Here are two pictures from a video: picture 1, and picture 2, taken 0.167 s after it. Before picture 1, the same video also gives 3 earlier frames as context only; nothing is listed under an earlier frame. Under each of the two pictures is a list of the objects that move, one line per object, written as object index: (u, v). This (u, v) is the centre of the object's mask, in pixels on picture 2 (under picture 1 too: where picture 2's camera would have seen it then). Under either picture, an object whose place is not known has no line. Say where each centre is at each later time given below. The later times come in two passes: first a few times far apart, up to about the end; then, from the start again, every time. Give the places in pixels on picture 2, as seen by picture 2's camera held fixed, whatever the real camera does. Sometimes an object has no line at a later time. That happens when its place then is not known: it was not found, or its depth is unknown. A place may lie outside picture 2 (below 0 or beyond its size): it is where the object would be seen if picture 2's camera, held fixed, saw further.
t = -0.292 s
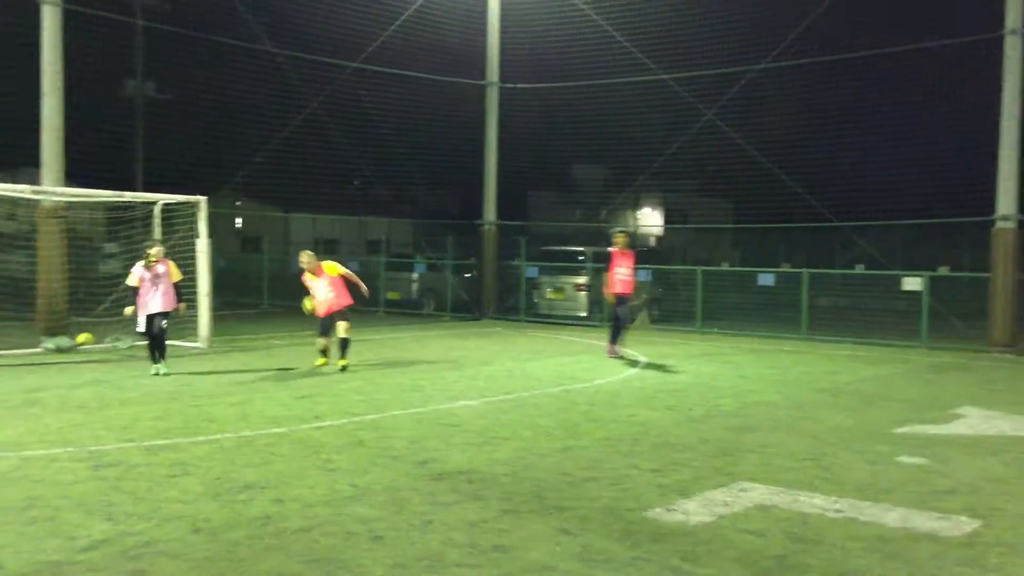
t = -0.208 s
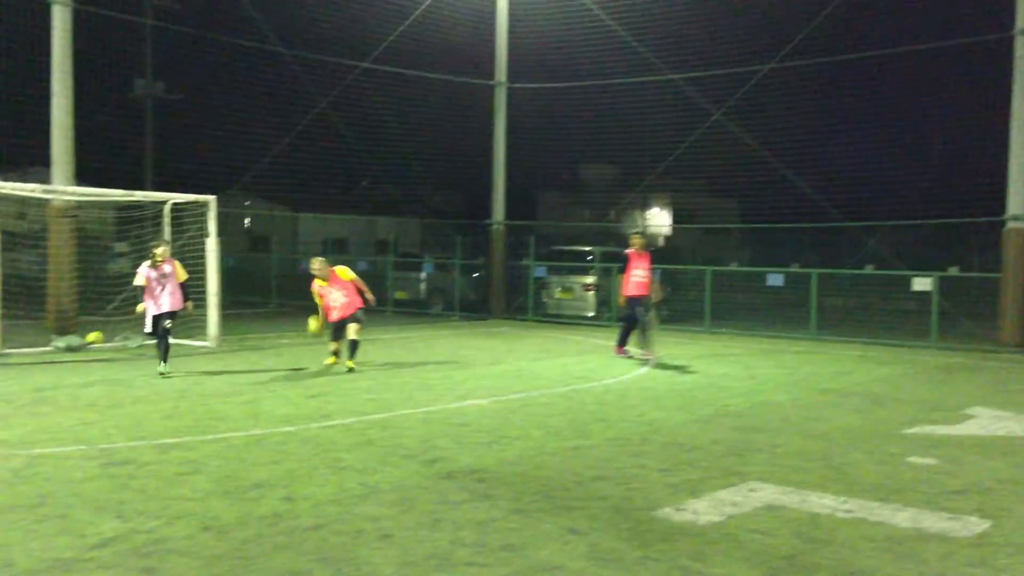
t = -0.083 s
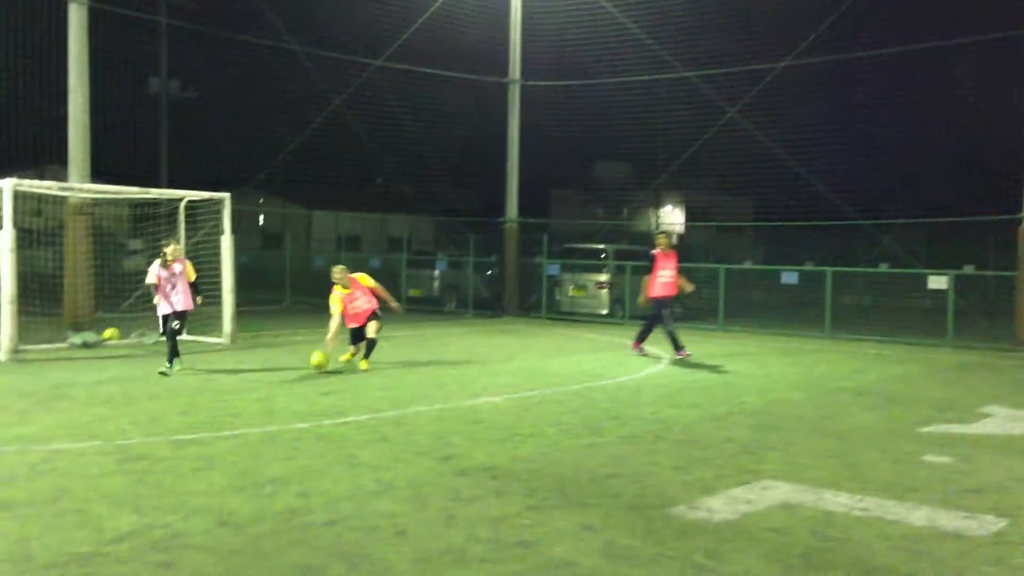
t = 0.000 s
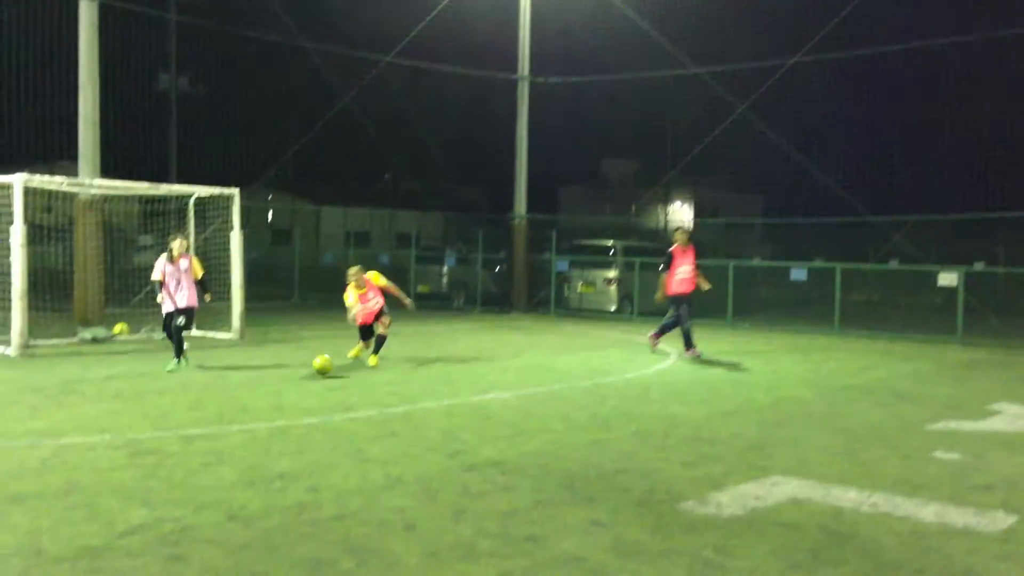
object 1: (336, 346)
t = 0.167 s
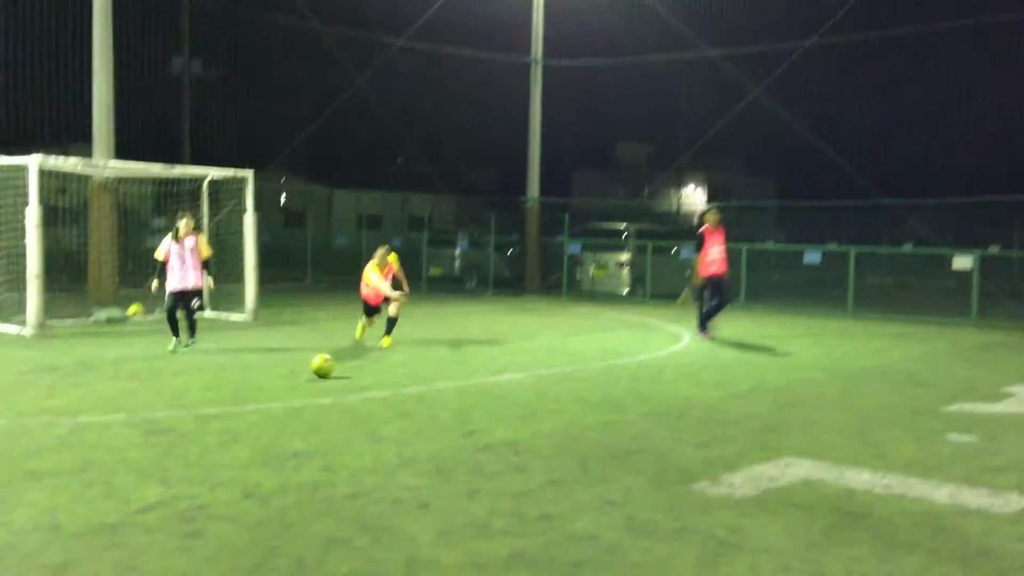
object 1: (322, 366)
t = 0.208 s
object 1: (318, 371)
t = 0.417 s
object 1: (295, 398)
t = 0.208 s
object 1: (318, 371)
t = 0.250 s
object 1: (314, 376)
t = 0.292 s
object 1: (310, 381)
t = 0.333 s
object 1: (305, 387)
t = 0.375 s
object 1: (302, 392)
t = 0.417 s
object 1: (295, 398)
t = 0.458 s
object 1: (289, 405)
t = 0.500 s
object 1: (283, 411)
